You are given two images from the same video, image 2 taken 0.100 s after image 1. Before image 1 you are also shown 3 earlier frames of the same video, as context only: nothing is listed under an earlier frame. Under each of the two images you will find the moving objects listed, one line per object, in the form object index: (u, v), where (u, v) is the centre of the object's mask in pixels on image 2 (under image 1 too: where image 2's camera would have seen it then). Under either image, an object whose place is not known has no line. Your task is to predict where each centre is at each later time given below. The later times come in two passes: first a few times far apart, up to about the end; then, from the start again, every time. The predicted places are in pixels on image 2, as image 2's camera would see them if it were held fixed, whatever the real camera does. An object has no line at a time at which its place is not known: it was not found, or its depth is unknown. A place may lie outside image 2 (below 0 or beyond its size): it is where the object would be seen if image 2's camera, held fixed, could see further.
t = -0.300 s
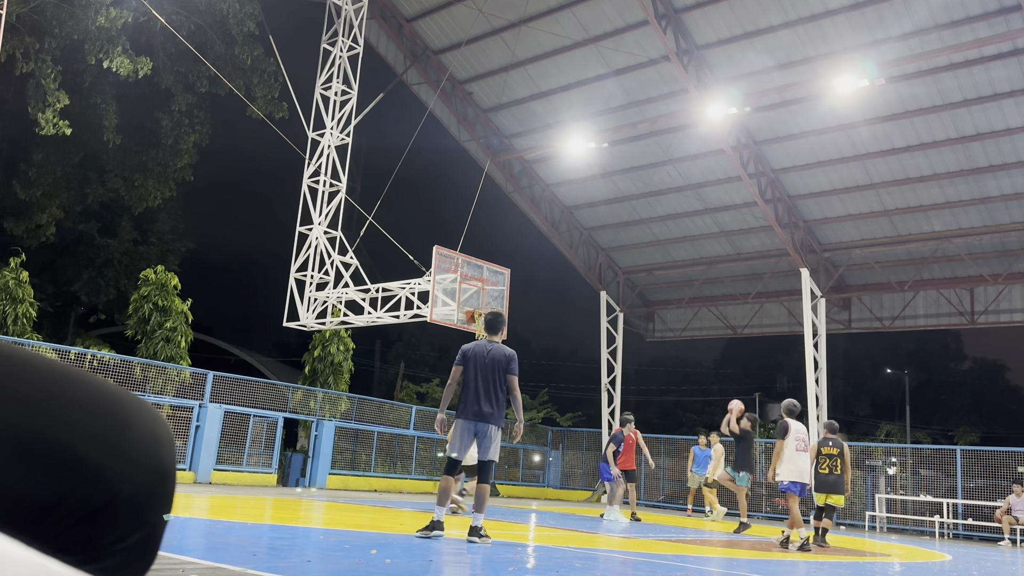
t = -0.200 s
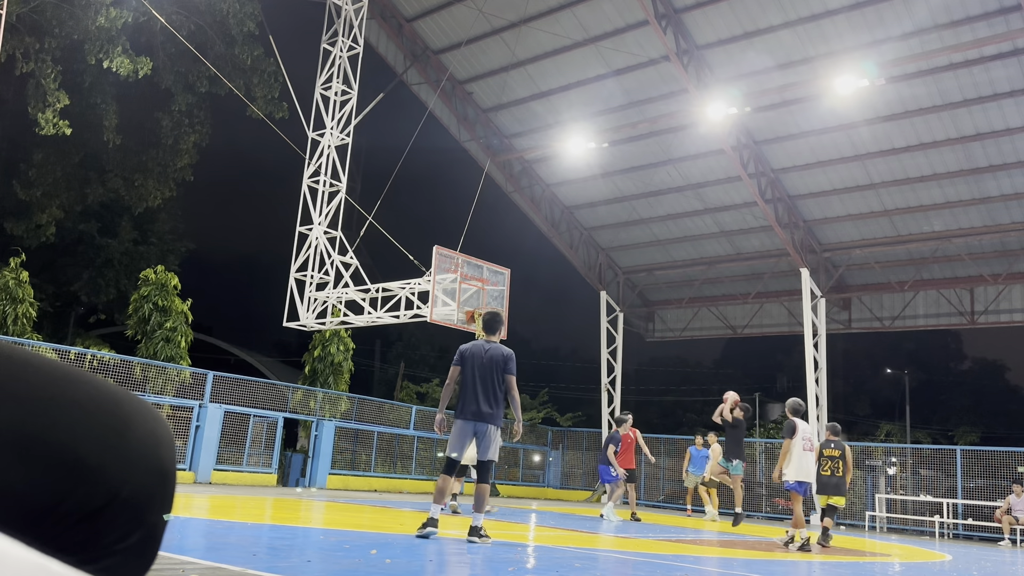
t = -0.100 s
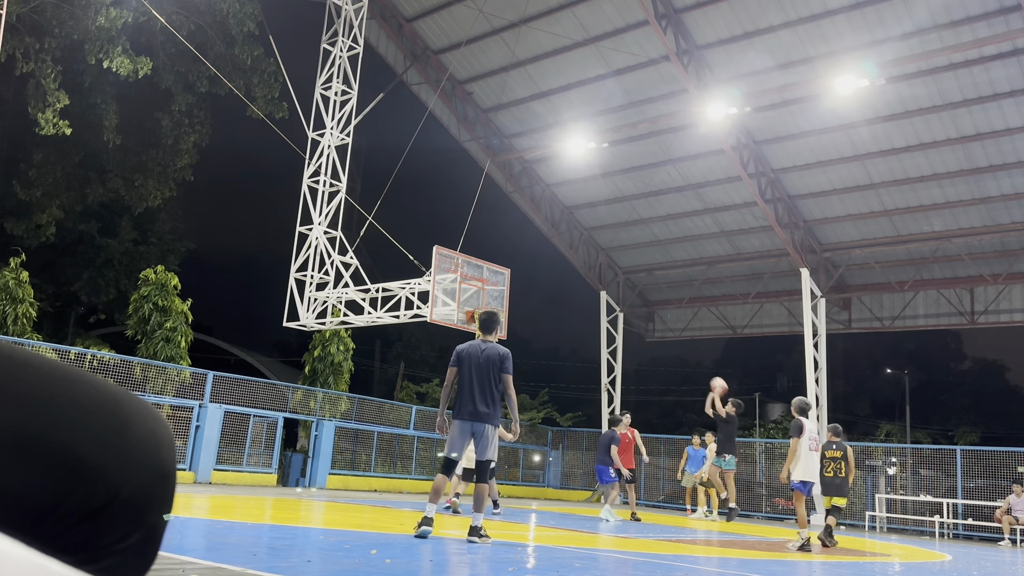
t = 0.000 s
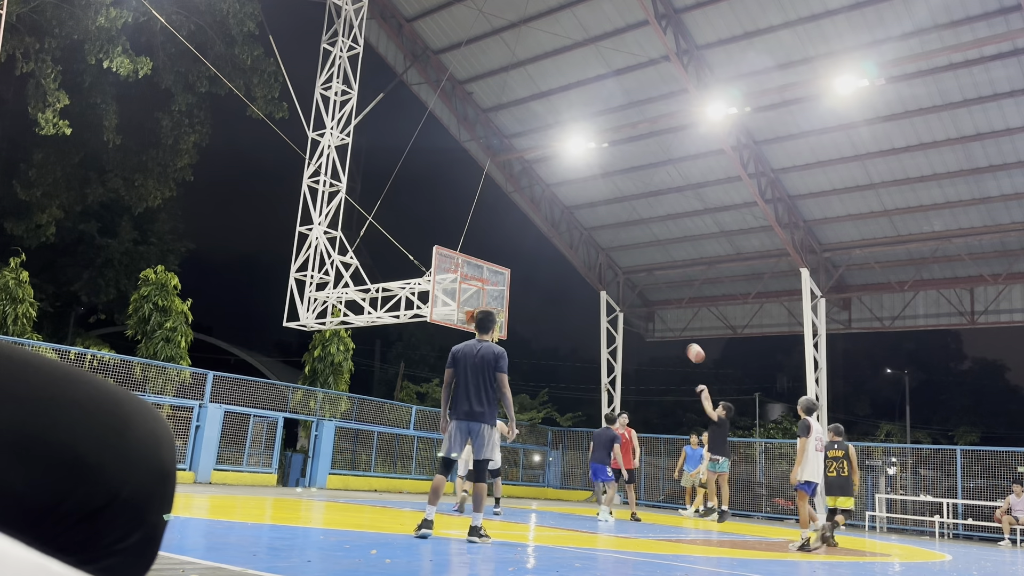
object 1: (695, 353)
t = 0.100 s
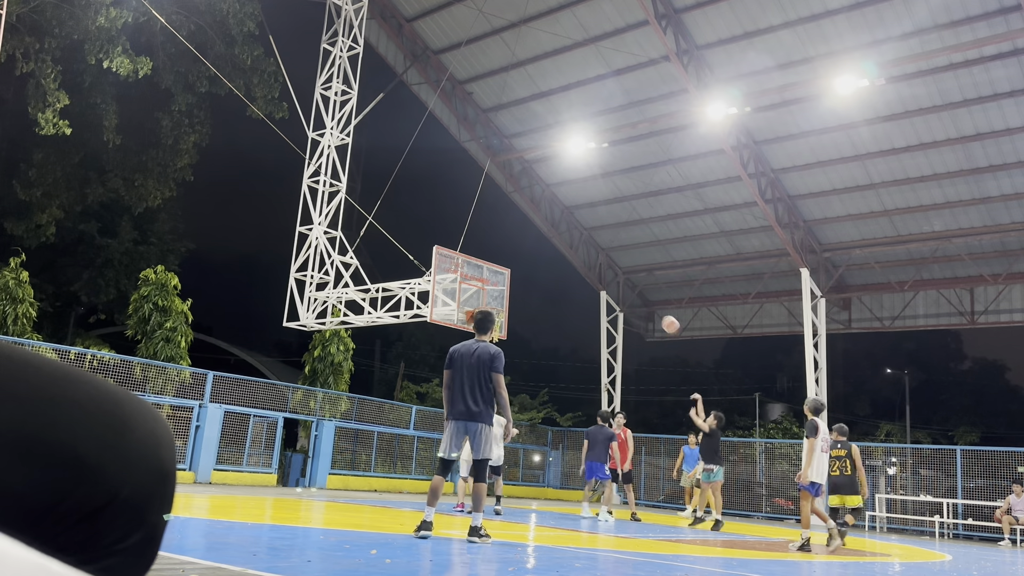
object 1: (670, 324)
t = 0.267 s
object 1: (630, 292)
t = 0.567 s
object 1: (559, 276)
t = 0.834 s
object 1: (495, 303)
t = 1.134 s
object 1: (467, 352)
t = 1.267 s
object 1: (459, 384)
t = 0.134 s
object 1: (662, 317)
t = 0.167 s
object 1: (654, 310)
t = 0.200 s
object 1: (646, 303)
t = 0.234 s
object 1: (638, 297)
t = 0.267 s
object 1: (630, 292)
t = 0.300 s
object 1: (622, 287)
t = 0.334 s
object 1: (614, 284)
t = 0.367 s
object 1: (607, 281)
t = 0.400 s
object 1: (599, 278)
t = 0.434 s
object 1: (591, 276)
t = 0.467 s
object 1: (583, 275)
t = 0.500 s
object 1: (575, 275)
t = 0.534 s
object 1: (567, 275)
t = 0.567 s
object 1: (559, 276)
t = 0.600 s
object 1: (551, 277)
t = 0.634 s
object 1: (543, 279)
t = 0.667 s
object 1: (535, 282)
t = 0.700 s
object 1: (527, 285)
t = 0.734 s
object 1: (519, 289)
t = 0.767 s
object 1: (513, 293)
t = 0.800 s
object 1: (504, 299)
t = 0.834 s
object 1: (495, 303)
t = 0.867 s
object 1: (488, 311)
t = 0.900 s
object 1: (478, 317)
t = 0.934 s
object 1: (476, 321)
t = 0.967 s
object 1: (475, 326)
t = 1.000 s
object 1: (473, 330)
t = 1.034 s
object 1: (471, 335)
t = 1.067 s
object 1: (470, 340)
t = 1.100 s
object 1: (469, 345)
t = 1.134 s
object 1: (467, 352)
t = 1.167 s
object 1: (465, 359)
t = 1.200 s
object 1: (463, 366)
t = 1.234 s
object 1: (461, 375)
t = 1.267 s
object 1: (459, 384)
